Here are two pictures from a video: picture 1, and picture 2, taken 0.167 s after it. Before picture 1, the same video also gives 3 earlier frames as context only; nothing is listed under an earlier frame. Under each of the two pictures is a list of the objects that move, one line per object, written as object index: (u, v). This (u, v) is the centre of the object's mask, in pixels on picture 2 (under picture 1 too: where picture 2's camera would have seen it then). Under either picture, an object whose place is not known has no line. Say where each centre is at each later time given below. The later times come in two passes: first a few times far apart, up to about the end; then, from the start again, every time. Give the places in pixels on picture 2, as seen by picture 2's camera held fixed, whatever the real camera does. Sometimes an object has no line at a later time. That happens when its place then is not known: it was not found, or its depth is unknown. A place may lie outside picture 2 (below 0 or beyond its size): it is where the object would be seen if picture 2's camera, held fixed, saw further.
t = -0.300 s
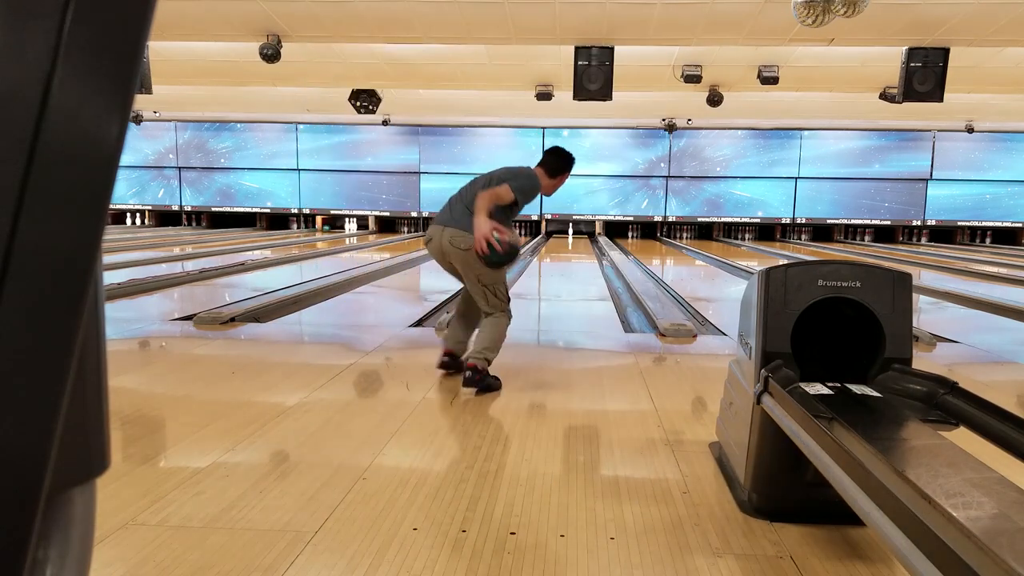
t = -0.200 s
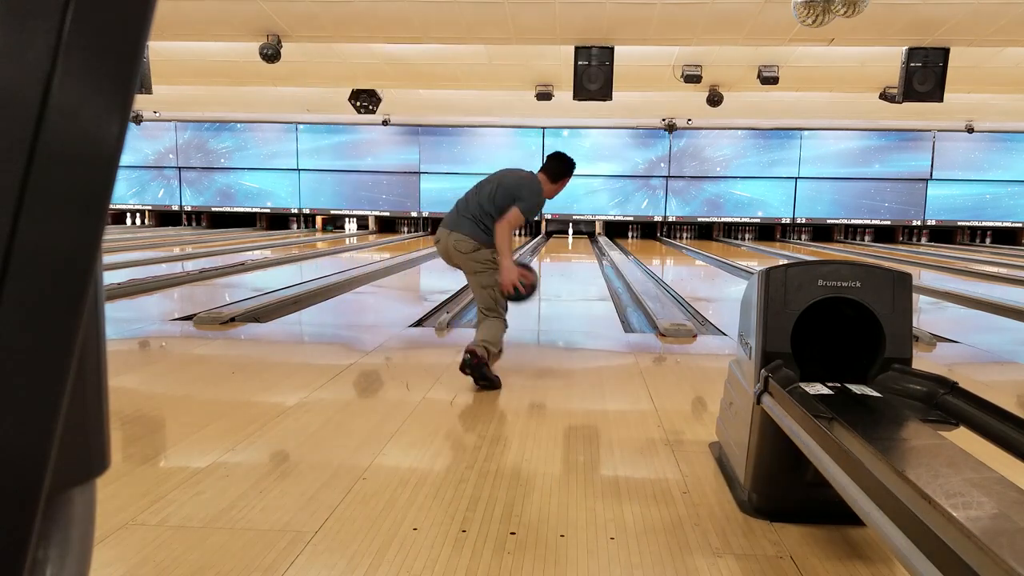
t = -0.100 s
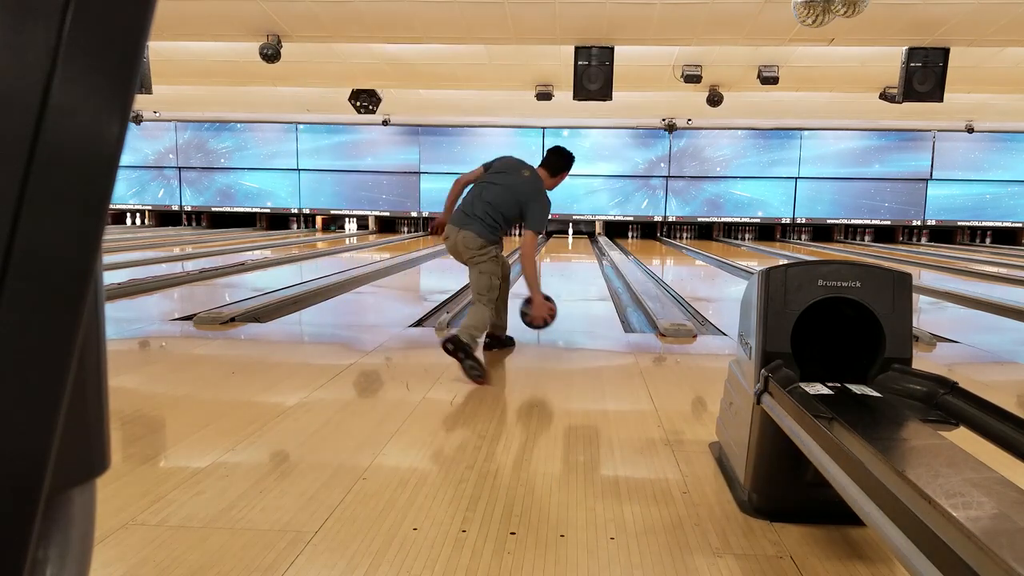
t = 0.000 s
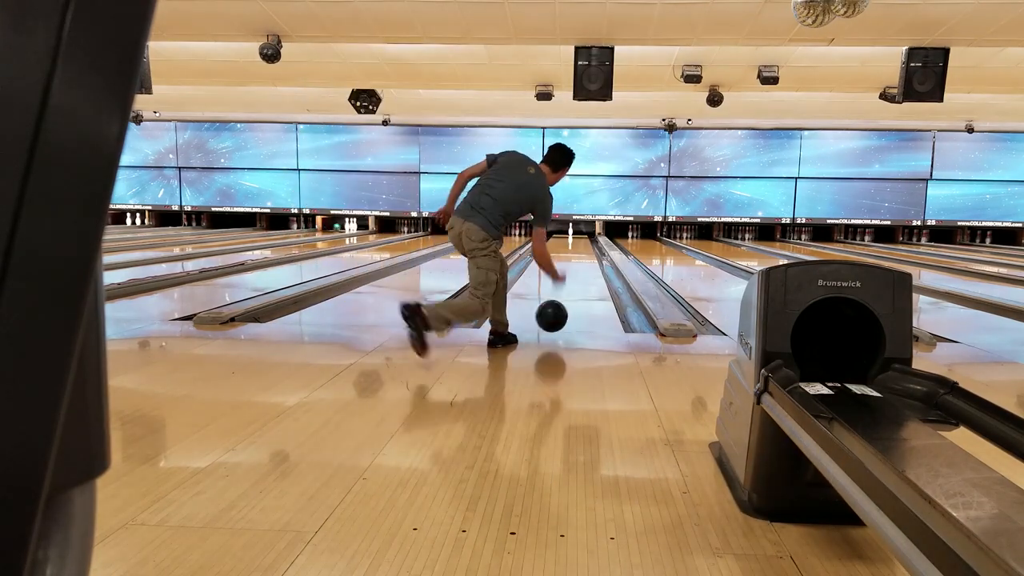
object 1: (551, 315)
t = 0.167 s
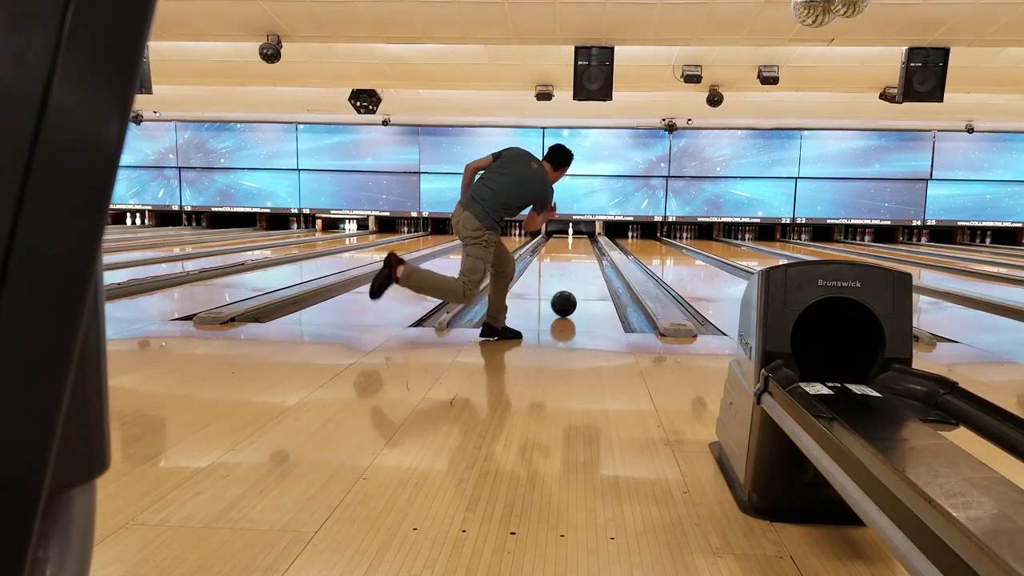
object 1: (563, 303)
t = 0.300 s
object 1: (570, 291)
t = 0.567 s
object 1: (579, 273)
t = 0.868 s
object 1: (585, 261)
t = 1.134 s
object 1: (587, 254)
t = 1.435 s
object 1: (586, 247)
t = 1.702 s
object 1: (583, 242)
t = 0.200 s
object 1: (565, 300)
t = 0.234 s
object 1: (567, 297)
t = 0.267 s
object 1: (568, 294)
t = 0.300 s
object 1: (570, 291)
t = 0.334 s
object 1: (571, 288)
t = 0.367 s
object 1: (573, 285)
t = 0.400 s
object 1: (574, 283)
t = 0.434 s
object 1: (575, 281)
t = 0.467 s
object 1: (576, 279)
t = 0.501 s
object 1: (577, 277)
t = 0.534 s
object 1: (578, 275)
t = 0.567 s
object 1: (579, 273)
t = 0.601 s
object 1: (580, 271)
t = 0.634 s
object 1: (580, 270)
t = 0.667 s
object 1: (581, 268)
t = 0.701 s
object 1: (582, 267)
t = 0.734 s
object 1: (582, 265)
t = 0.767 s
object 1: (583, 264)
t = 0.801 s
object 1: (584, 263)
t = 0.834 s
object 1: (584, 262)
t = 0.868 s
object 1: (585, 261)
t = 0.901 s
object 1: (585, 259)
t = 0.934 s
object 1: (586, 259)
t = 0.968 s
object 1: (585, 258)
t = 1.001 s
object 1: (586, 256)
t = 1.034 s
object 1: (586, 255)
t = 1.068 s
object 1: (587, 255)
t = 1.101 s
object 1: (586, 254)
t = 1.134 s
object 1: (587, 254)
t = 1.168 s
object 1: (587, 252)
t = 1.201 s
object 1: (587, 252)
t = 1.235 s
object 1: (587, 251)
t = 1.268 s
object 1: (587, 250)
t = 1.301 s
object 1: (586, 250)
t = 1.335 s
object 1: (586, 248)
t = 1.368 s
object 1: (586, 248)
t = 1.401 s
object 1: (586, 247)
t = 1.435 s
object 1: (586, 247)
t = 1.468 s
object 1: (586, 247)
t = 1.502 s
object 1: (585, 246)
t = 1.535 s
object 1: (585, 245)
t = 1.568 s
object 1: (585, 245)
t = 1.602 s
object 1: (584, 243)
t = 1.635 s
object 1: (584, 244)
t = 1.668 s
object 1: (584, 243)
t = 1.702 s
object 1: (583, 242)
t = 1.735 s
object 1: (583, 242)
